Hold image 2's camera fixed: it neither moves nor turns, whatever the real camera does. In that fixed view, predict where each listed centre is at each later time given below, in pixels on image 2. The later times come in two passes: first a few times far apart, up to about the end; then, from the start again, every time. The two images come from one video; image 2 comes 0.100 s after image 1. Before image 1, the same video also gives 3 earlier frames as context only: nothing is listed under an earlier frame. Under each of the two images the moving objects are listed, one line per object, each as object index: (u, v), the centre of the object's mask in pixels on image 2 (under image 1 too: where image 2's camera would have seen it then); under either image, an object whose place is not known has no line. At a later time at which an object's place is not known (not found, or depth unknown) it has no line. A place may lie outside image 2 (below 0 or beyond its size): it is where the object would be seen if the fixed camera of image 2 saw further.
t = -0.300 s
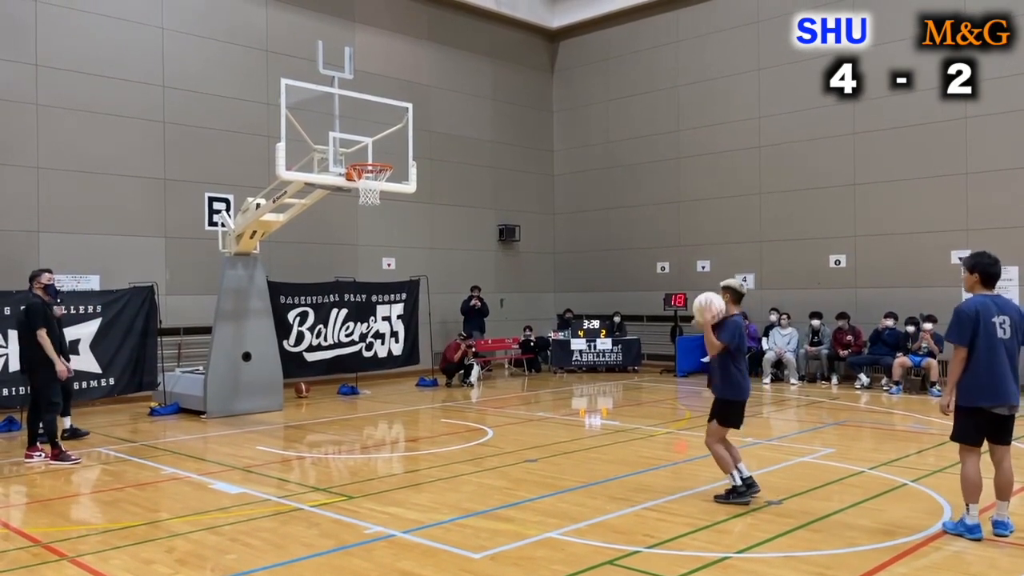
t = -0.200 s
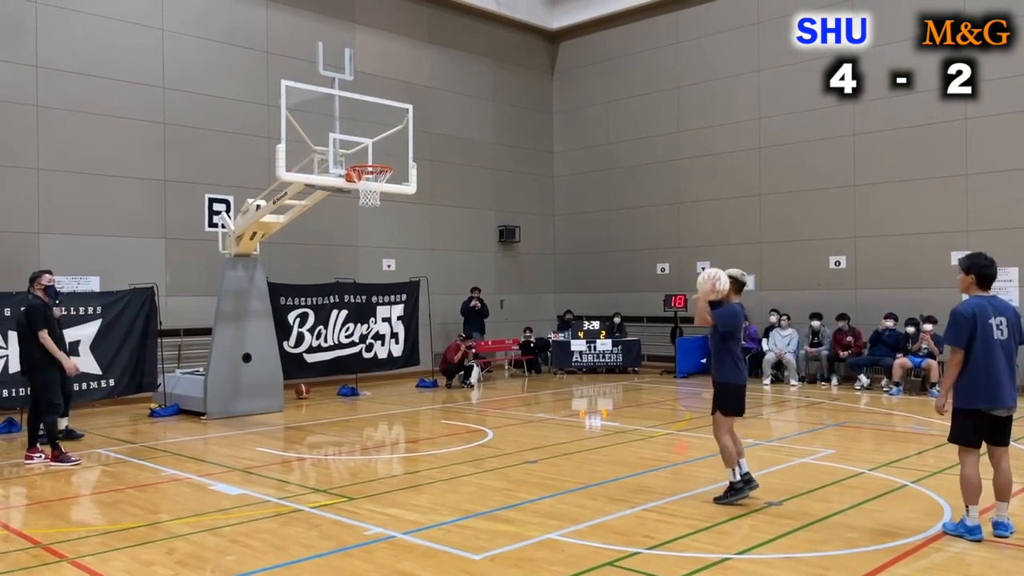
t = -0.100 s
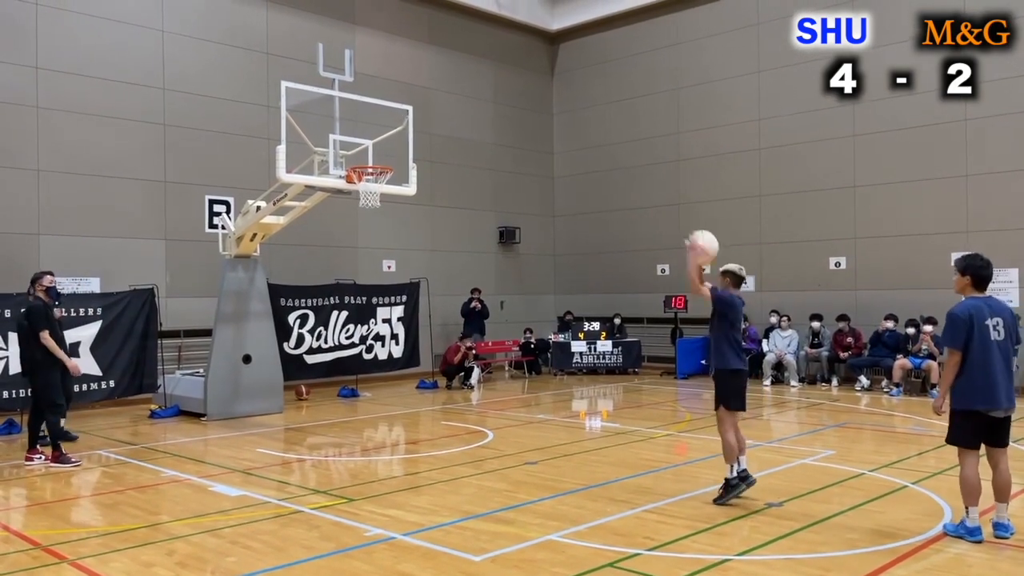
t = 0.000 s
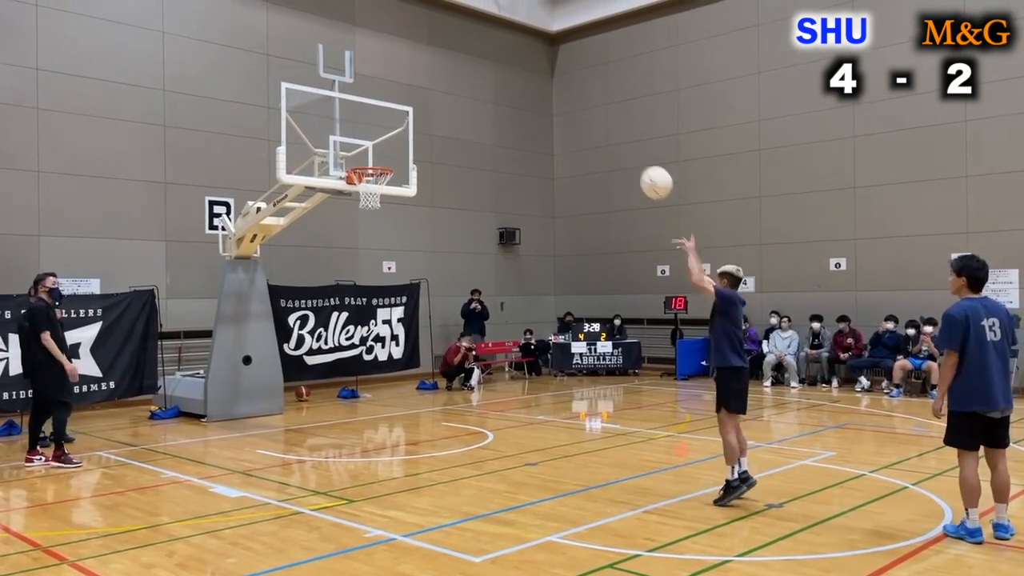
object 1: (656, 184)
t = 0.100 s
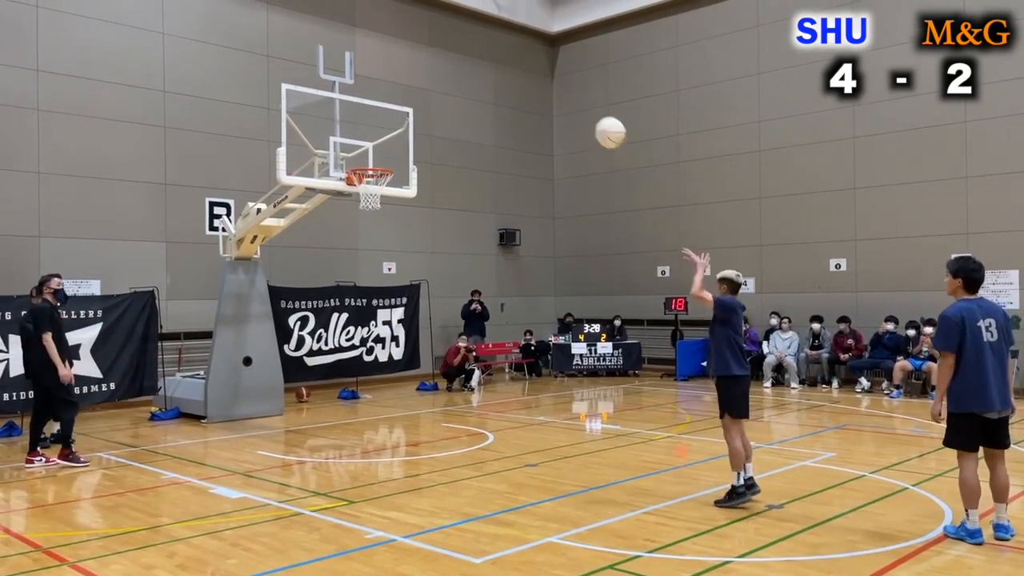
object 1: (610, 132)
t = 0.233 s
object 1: (555, 88)
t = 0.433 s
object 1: (485, 63)
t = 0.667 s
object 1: (418, 85)
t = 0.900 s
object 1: (361, 150)
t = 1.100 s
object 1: (371, 125)
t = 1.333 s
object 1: (396, 106)
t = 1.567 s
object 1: (419, 129)
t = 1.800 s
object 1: (443, 193)
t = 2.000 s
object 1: (463, 279)
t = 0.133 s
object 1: (596, 119)
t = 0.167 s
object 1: (582, 107)
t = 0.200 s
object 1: (568, 97)
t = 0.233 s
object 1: (555, 88)
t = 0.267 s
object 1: (543, 80)
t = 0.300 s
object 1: (531, 74)
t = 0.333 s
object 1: (519, 70)
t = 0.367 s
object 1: (508, 66)
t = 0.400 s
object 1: (496, 64)
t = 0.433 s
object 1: (485, 63)
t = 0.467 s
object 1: (475, 63)
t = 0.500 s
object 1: (465, 64)
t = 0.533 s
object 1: (455, 66)
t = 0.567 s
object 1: (445, 70)
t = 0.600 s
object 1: (436, 74)
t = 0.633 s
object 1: (427, 79)
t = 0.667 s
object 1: (418, 85)
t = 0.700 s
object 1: (409, 92)
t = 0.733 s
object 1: (401, 99)
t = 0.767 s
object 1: (393, 108)
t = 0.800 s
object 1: (384, 117)
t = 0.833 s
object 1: (376, 128)
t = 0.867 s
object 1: (369, 138)
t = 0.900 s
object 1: (361, 150)
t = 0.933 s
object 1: (354, 160)
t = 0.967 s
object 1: (356, 157)
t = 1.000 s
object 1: (360, 146)
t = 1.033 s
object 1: (364, 137)
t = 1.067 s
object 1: (367, 131)
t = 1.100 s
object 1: (371, 125)
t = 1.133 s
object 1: (375, 120)
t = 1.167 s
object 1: (378, 115)
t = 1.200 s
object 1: (382, 113)
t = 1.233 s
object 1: (384, 110)
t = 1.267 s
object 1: (388, 107)
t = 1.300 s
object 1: (392, 106)
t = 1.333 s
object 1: (396, 106)
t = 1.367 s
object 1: (399, 106)
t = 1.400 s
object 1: (402, 108)
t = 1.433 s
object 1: (406, 110)
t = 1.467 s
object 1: (409, 113)
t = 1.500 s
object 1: (412, 117)
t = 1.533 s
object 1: (416, 122)
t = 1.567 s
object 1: (419, 129)
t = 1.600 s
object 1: (423, 135)
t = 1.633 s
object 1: (426, 143)
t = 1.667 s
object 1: (429, 151)
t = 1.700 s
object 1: (433, 160)
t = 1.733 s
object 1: (436, 170)
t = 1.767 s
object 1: (440, 181)
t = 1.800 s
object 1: (443, 193)
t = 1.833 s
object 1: (446, 205)
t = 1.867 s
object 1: (450, 218)
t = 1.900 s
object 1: (453, 232)
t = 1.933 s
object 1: (456, 247)
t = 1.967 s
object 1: (459, 262)
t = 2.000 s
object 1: (463, 279)
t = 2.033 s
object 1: (466, 295)
